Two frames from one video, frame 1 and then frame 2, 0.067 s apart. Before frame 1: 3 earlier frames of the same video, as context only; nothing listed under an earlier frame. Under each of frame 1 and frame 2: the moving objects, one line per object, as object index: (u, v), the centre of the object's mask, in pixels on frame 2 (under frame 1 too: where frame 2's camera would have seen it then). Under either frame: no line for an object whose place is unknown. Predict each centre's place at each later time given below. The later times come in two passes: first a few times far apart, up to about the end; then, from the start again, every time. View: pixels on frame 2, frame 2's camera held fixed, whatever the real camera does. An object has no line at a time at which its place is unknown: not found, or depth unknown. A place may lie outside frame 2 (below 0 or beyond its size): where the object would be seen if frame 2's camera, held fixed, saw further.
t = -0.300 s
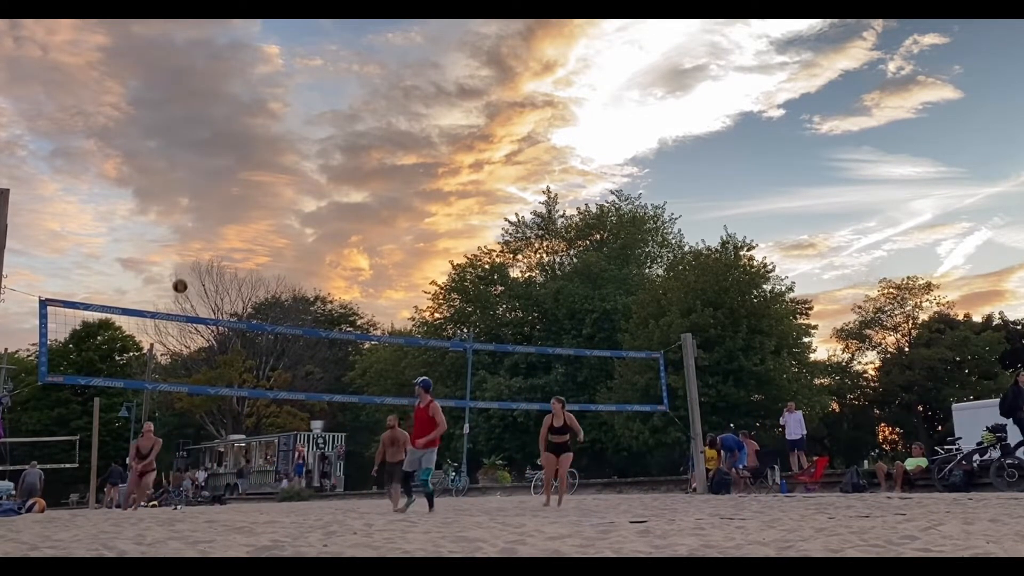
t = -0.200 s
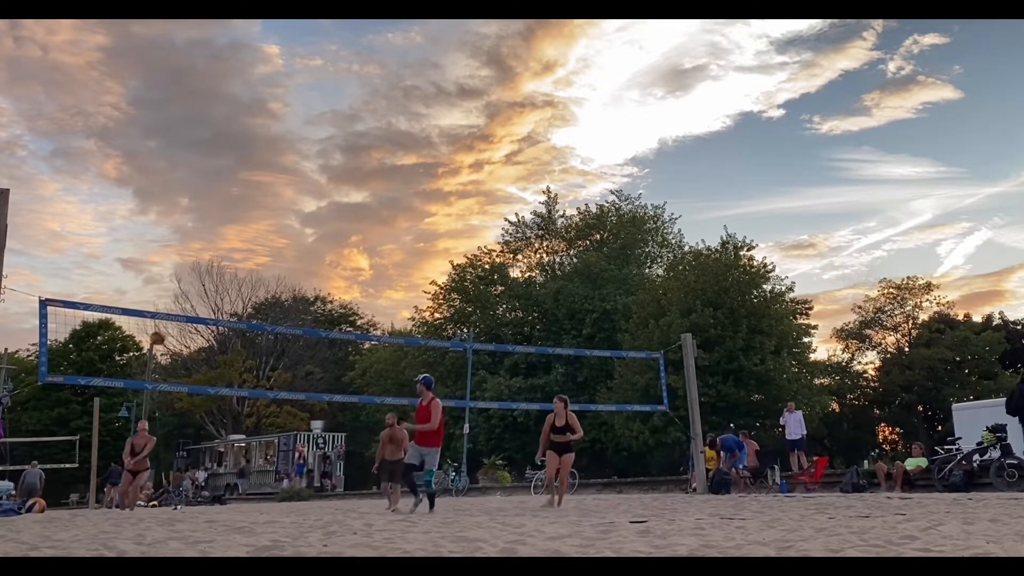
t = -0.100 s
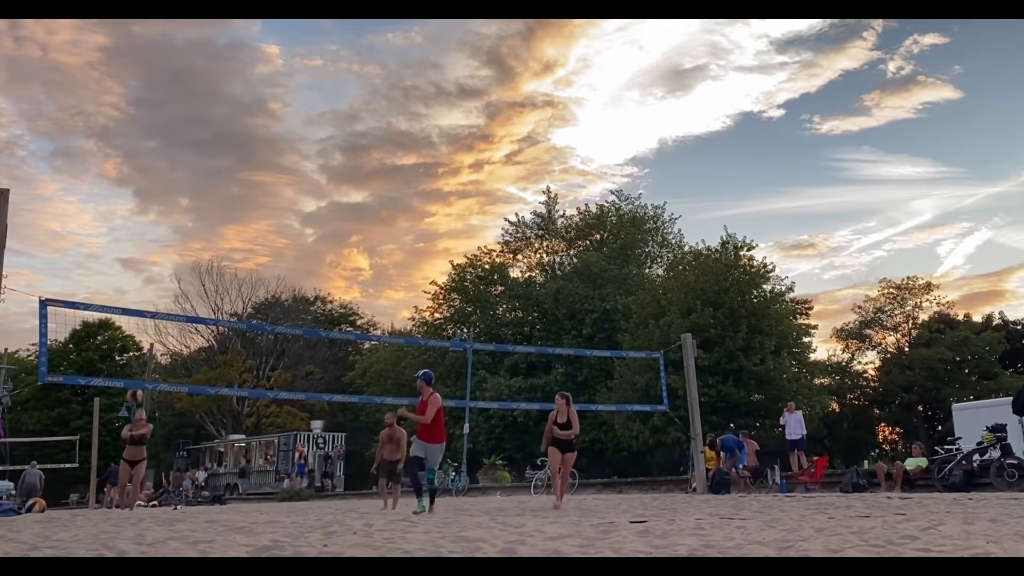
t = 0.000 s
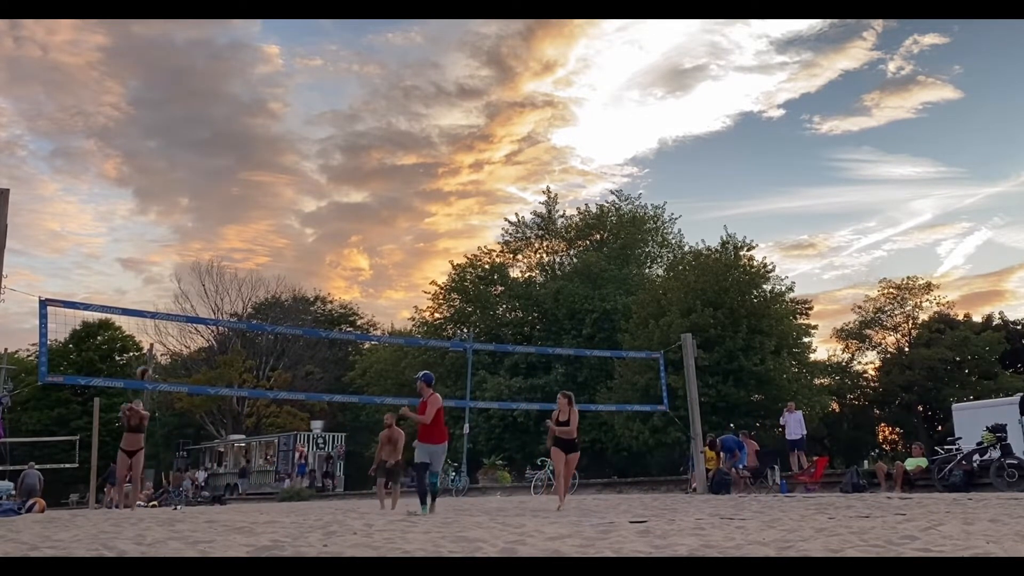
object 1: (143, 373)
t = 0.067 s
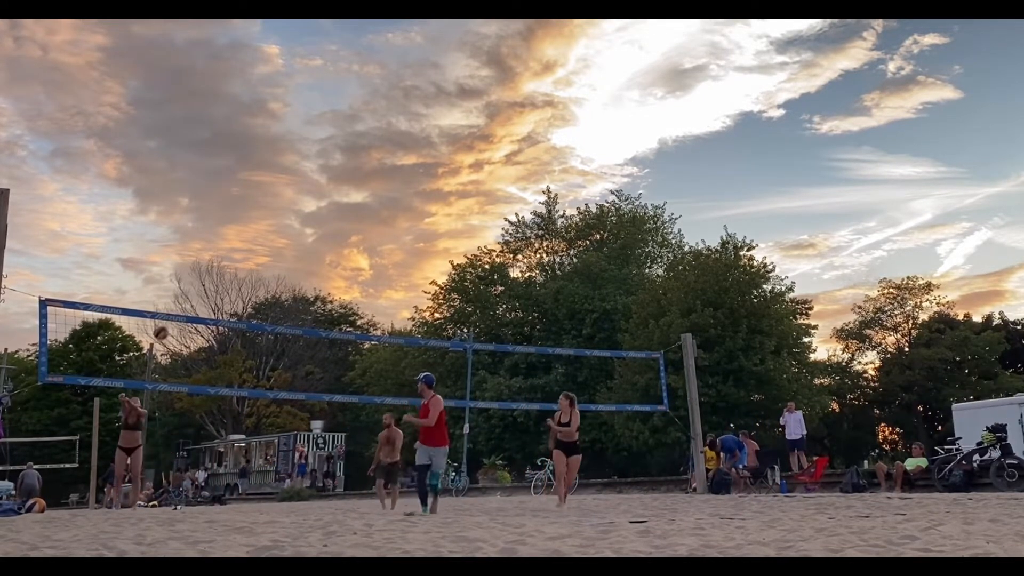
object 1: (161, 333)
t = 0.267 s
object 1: (207, 237)
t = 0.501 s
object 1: (251, 167)
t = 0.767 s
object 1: (294, 131)
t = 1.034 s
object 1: (331, 137)
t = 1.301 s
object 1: (363, 181)
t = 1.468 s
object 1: (381, 227)
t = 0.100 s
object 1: (168, 310)
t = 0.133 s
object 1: (177, 297)
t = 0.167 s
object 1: (184, 281)
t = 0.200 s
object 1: (192, 265)
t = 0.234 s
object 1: (199, 251)
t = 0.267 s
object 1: (207, 237)
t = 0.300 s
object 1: (214, 225)
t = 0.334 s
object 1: (220, 213)
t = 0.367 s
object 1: (227, 202)
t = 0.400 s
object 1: (233, 192)
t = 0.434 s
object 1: (239, 183)
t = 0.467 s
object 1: (245, 174)
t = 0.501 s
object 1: (251, 167)
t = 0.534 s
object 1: (257, 160)
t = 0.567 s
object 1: (263, 154)
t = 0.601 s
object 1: (268, 148)
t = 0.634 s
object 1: (273, 143)
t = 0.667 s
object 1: (279, 139)
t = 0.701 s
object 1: (284, 136)
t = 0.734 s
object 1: (289, 133)
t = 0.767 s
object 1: (294, 131)
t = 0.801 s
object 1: (299, 130)
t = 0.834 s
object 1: (304, 129)
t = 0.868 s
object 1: (308, 128)
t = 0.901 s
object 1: (313, 129)
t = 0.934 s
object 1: (318, 130)
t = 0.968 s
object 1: (322, 132)
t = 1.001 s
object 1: (327, 134)
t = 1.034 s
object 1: (331, 137)
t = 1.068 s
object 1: (335, 141)
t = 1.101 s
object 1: (339, 145)
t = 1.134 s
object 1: (343, 149)
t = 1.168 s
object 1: (347, 155)
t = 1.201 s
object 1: (352, 161)
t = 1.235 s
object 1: (355, 167)
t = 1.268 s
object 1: (359, 174)
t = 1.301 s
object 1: (363, 181)
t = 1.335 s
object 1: (367, 189)
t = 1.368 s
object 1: (370, 198)
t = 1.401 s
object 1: (374, 207)
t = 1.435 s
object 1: (377, 217)
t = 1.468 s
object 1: (381, 227)
